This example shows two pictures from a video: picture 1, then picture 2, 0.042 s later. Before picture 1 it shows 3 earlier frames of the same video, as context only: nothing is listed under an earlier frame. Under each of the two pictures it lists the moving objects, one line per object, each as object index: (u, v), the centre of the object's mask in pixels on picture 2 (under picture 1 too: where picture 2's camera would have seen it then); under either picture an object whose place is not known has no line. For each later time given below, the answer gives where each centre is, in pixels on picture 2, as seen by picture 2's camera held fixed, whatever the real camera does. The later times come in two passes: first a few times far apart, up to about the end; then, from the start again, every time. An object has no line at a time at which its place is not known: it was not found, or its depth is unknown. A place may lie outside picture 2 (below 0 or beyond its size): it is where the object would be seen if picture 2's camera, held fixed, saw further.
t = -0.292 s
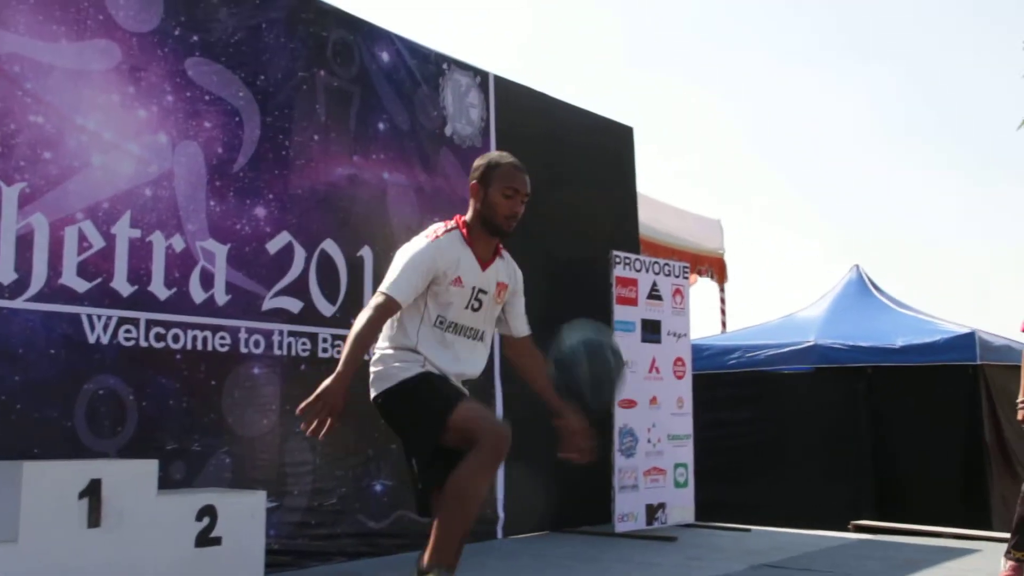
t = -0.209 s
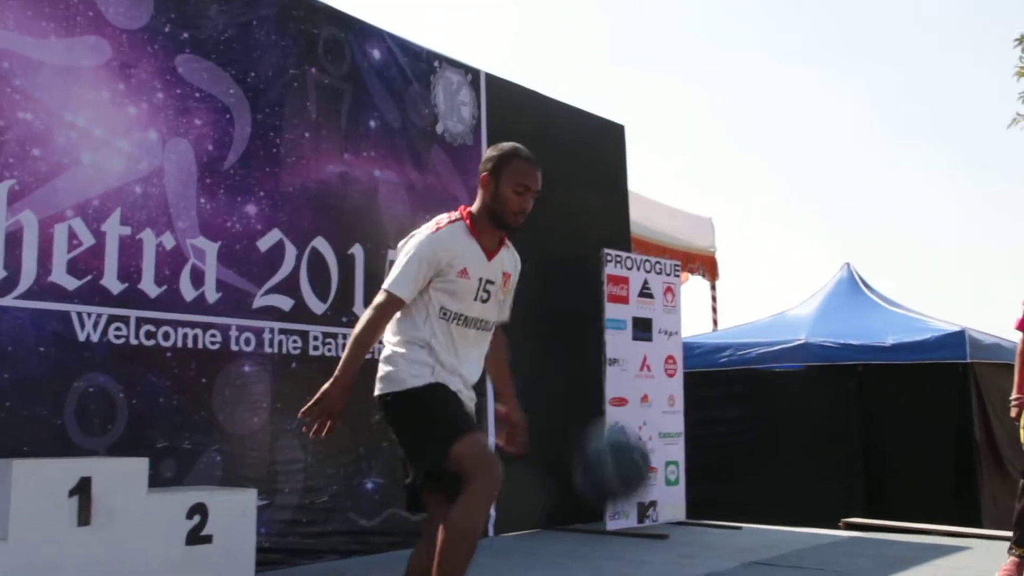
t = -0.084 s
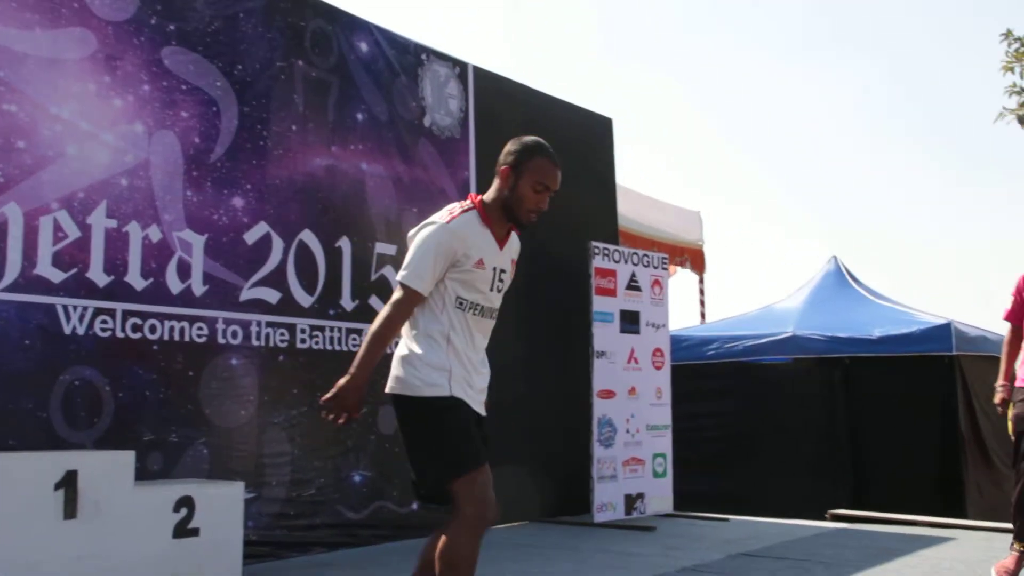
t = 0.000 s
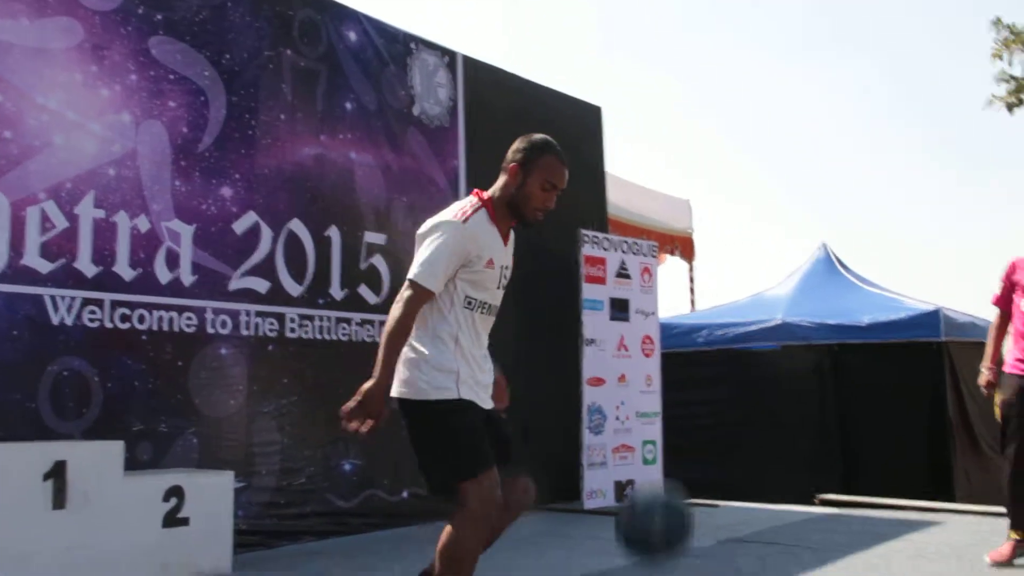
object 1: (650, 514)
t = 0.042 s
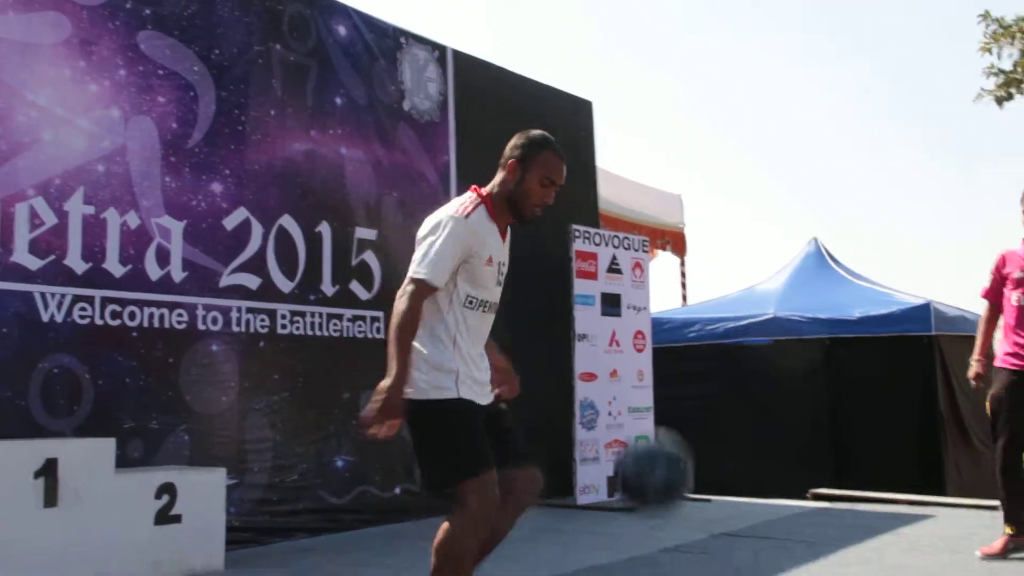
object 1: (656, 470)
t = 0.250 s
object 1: (686, 337)
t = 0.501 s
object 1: (731, 366)
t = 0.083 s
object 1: (662, 433)
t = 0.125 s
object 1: (667, 400)
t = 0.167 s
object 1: (674, 374)
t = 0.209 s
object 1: (680, 354)
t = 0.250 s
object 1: (686, 337)
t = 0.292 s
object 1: (691, 325)
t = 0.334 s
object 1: (699, 320)
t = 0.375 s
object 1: (706, 322)
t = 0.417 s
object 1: (714, 331)
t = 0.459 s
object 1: (722, 345)
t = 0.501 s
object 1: (731, 366)
